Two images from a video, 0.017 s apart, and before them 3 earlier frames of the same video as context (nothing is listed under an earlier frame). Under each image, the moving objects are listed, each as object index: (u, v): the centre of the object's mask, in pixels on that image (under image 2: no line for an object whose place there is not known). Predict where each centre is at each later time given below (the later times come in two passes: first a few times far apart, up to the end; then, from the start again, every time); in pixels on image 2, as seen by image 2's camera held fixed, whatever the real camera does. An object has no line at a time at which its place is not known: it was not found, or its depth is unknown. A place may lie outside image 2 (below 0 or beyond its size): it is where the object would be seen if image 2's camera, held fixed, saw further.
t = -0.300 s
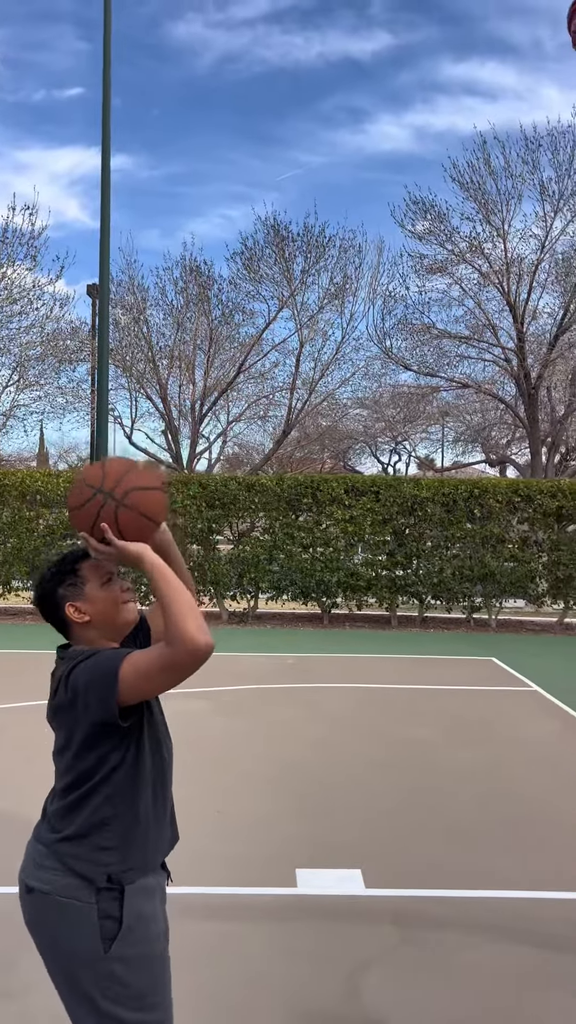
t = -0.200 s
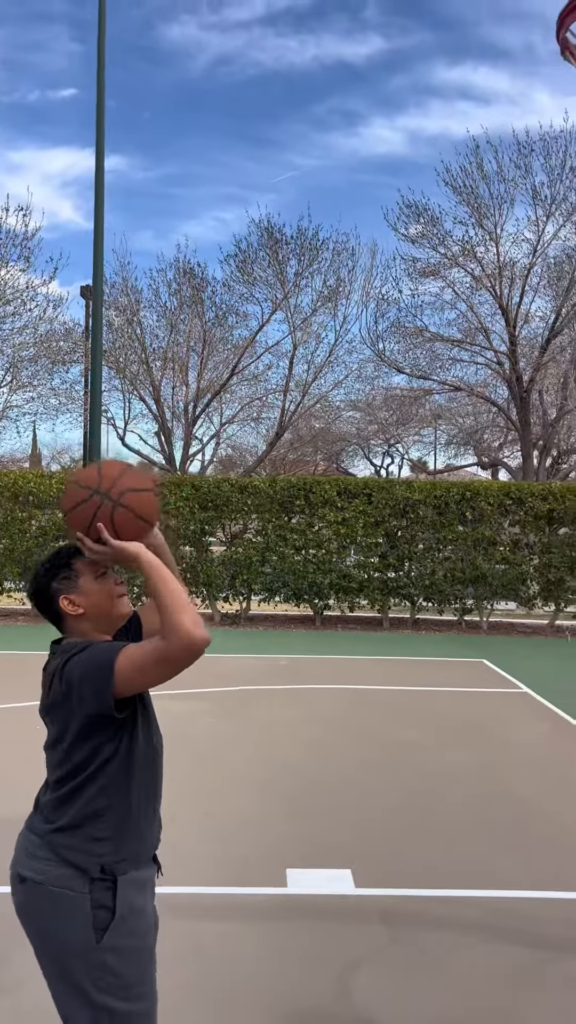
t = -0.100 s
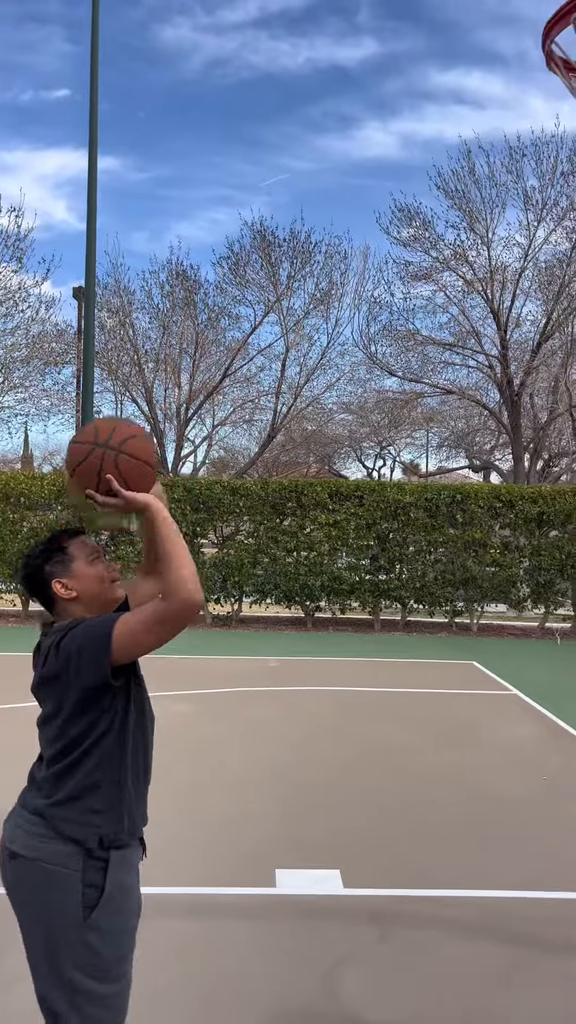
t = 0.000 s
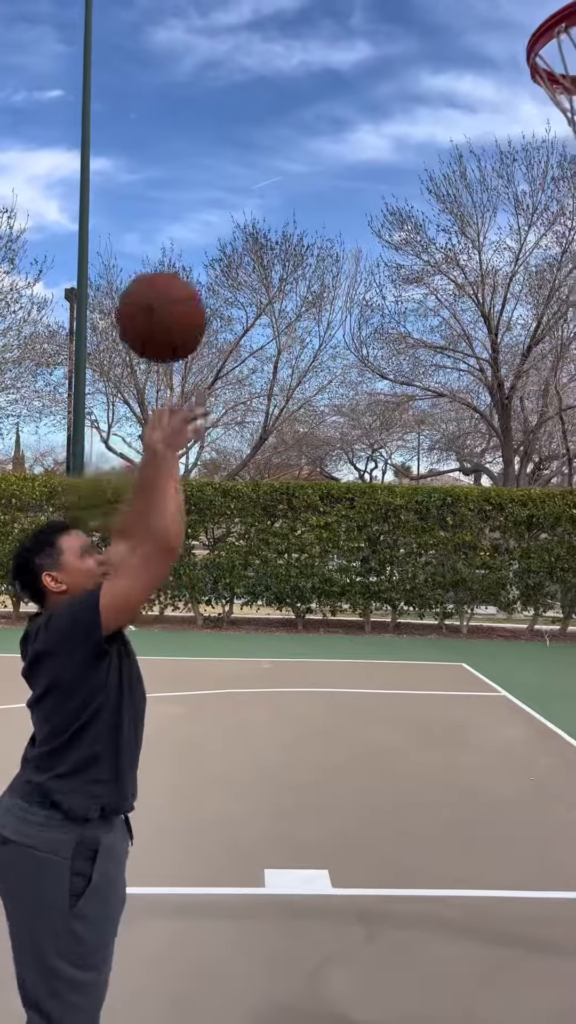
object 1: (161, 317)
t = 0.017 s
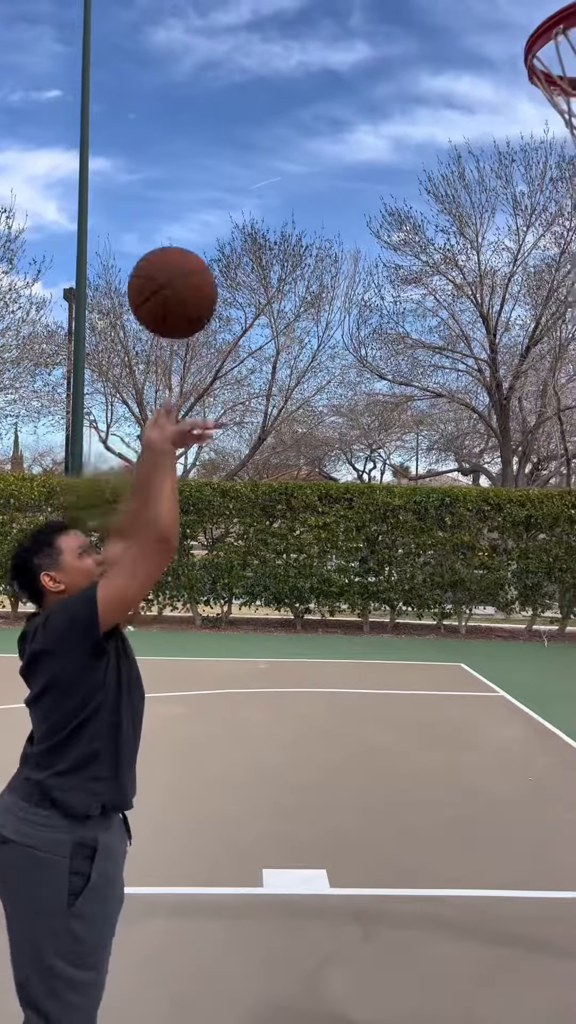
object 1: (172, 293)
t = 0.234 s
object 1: (329, 68)
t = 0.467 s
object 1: (478, 29)
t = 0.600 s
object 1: (468, 29)
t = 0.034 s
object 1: (185, 269)
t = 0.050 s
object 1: (198, 245)
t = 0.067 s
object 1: (210, 224)
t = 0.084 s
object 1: (223, 204)
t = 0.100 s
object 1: (235, 184)
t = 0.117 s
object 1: (247, 166)
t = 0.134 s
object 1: (259, 149)
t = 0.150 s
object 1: (271, 132)
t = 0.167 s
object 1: (283, 117)
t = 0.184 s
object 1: (294, 103)
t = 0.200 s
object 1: (306, 90)
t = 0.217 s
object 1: (318, 78)
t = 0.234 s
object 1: (329, 68)
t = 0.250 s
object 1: (341, 58)
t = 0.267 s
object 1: (352, 49)
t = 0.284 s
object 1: (364, 41)
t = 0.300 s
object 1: (375, 34)
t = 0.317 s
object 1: (387, 28)
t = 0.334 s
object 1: (397, 24)
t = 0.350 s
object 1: (407, 22)
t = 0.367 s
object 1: (418, 19)
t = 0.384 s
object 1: (428, 19)
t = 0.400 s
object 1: (438, 19)
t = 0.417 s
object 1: (448, 20)
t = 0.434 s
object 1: (458, 22)
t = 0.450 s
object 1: (469, 24)
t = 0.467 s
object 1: (478, 29)
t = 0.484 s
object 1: (487, 33)
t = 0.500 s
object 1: (489, 33)
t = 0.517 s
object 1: (487, 31)
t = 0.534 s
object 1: (483, 29)
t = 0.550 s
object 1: (479, 28)
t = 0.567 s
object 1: (473, 29)
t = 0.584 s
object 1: (471, 28)
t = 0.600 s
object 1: (468, 29)
